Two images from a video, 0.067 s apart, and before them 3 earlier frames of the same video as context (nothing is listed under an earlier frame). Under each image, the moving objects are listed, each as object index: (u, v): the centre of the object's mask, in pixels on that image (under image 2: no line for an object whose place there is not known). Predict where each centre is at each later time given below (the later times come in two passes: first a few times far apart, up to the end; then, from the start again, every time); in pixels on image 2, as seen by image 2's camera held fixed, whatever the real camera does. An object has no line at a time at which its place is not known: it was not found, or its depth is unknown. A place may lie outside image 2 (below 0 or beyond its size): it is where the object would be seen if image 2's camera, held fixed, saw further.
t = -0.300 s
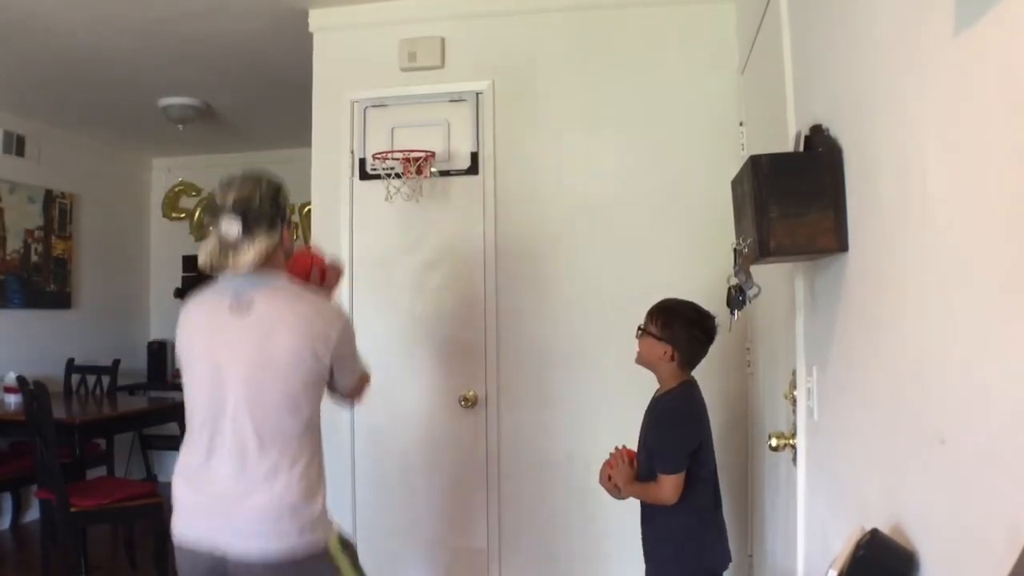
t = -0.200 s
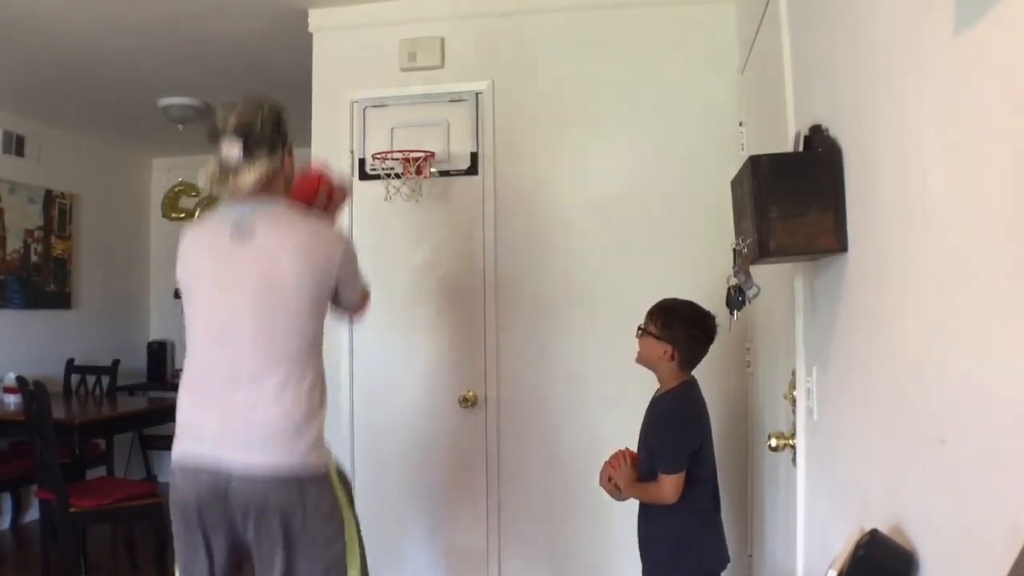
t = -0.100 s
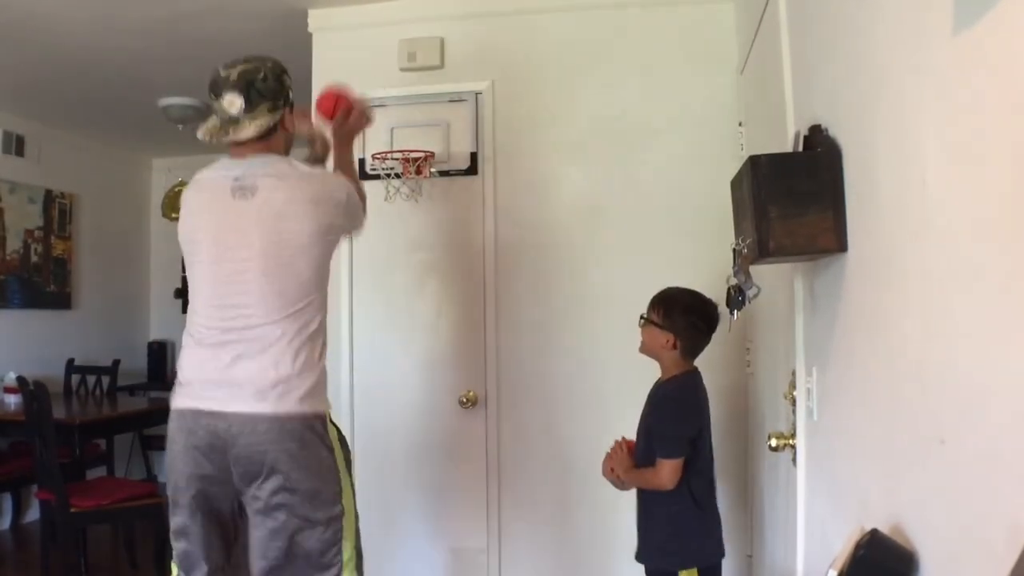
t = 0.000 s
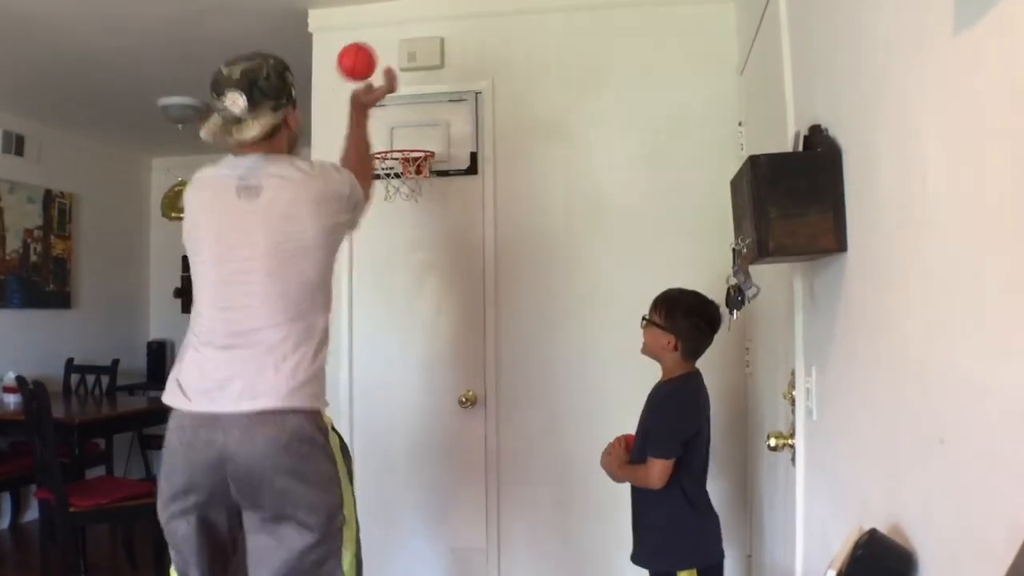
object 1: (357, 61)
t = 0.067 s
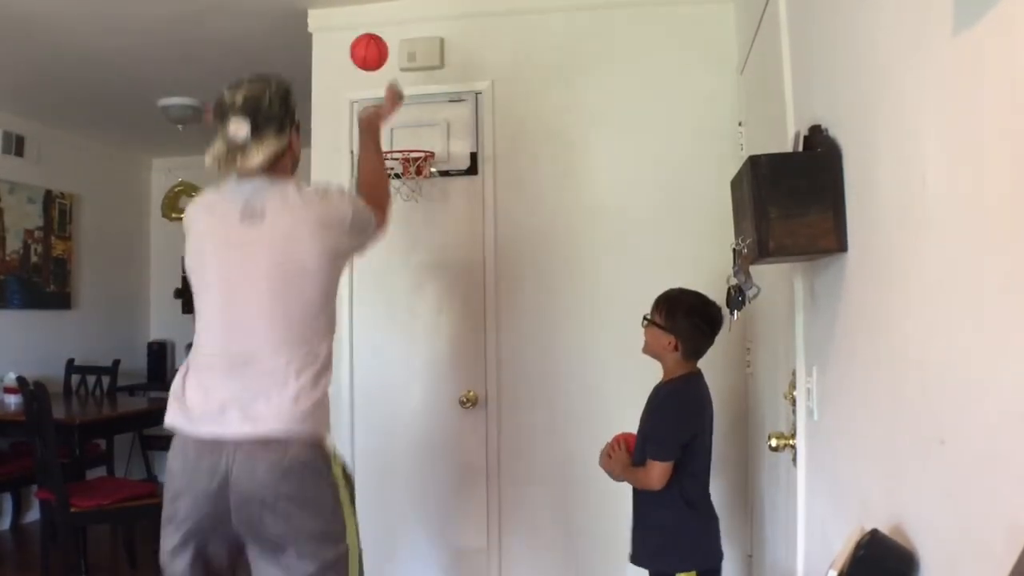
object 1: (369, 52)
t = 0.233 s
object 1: (397, 84)
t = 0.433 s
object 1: (424, 121)
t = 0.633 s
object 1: (443, 177)
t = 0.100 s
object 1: (375, 52)
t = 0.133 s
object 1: (380, 55)
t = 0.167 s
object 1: (386, 62)
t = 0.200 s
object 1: (391, 71)
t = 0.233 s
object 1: (397, 84)
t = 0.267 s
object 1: (403, 99)
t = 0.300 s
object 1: (408, 118)
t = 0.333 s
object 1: (413, 134)
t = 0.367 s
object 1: (415, 129)
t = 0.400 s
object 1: (418, 123)
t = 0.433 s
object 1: (424, 121)
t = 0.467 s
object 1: (424, 123)
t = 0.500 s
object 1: (429, 126)
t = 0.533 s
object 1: (432, 134)
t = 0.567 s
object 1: (435, 146)
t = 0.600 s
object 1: (439, 160)
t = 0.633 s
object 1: (443, 177)
